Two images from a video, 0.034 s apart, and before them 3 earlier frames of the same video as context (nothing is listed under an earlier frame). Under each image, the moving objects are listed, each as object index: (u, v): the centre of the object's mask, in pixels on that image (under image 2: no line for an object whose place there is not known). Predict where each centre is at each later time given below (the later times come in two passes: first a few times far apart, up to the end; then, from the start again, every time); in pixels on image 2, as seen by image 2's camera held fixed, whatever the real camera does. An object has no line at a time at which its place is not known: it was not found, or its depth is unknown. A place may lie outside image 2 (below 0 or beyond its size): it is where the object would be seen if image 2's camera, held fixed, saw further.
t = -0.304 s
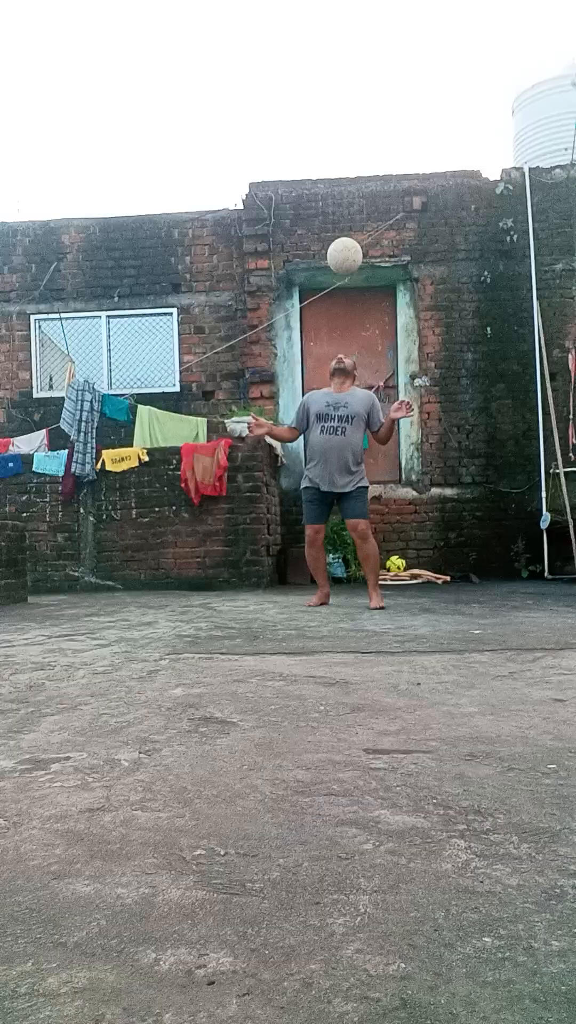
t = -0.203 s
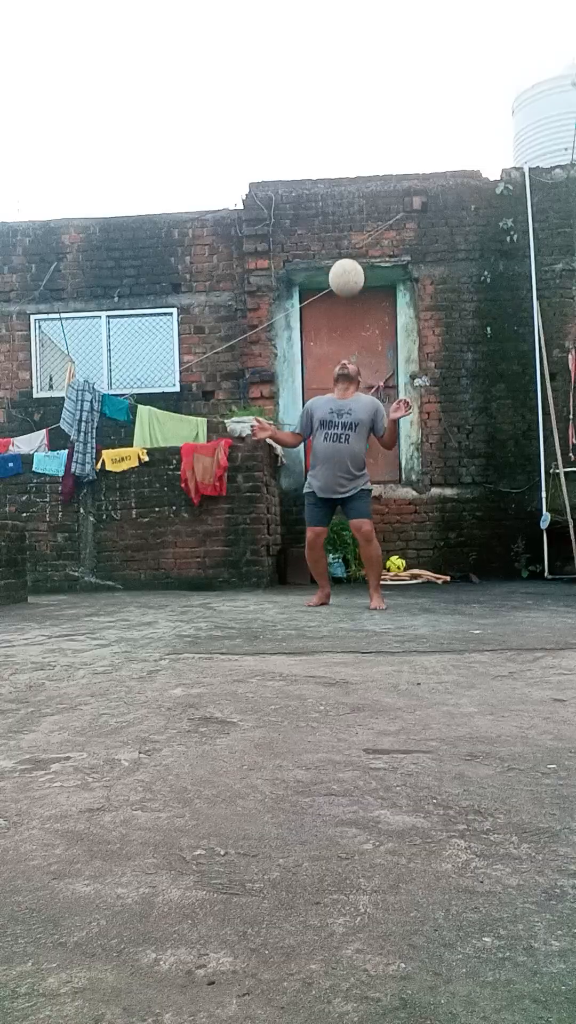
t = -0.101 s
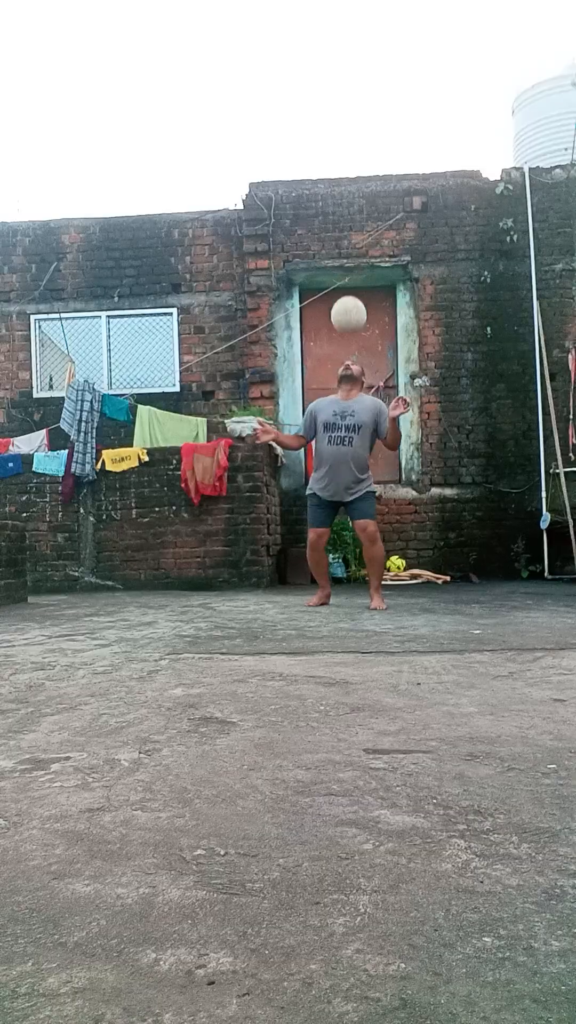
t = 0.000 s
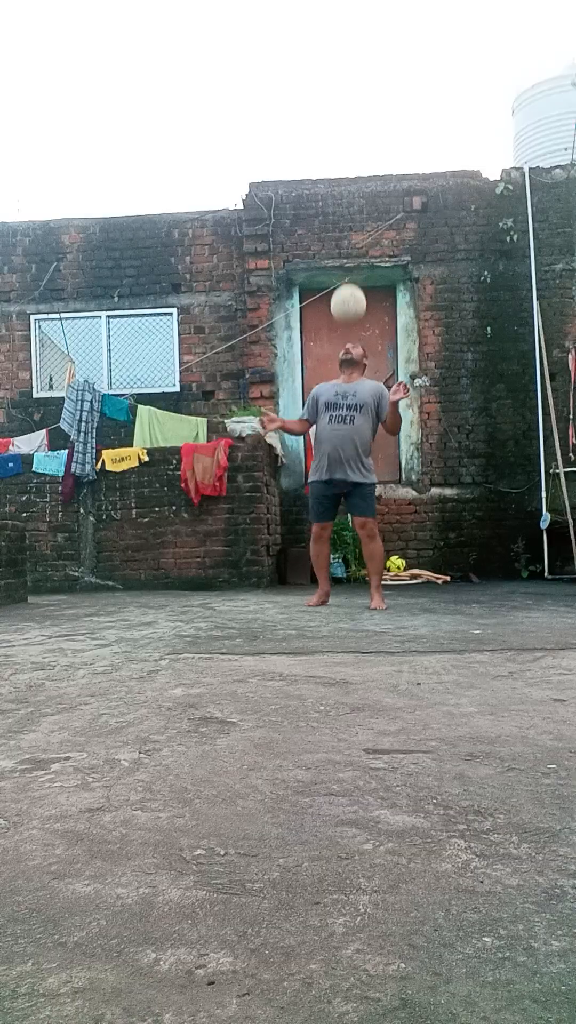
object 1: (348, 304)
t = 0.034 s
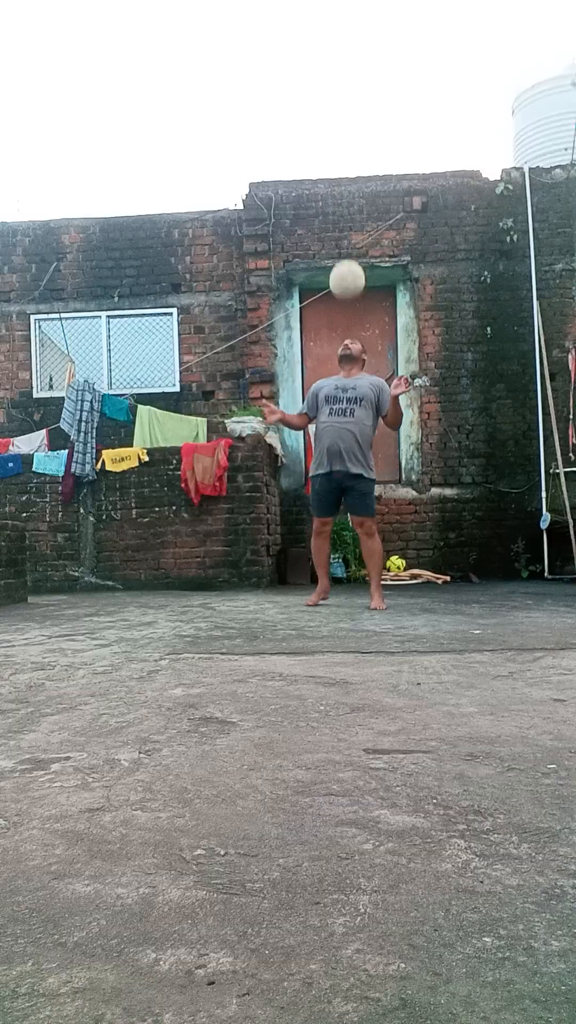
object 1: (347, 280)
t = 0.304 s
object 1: (338, 152)
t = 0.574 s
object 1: (333, 138)
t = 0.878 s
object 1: (331, 254)
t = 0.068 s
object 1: (345, 257)
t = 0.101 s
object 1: (345, 237)
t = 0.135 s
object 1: (344, 218)
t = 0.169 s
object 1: (343, 201)
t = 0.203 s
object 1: (342, 187)
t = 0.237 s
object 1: (340, 174)
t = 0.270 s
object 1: (339, 162)
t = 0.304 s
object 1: (338, 152)
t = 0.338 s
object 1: (338, 144)
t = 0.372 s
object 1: (337, 138)
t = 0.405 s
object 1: (336, 134)
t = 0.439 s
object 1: (335, 131)
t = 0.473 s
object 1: (335, 131)
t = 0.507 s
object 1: (334, 131)
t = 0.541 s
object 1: (333, 134)
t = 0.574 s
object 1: (333, 138)
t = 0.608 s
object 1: (333, 144)
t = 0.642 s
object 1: (332, 152)
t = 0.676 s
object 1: (332, 162)
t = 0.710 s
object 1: (332, 173)
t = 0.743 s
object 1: (332, 186)
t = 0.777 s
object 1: (332, 200)
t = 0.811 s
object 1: (331, 216)
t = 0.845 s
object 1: (331, 234)
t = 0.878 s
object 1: (331, 254)
